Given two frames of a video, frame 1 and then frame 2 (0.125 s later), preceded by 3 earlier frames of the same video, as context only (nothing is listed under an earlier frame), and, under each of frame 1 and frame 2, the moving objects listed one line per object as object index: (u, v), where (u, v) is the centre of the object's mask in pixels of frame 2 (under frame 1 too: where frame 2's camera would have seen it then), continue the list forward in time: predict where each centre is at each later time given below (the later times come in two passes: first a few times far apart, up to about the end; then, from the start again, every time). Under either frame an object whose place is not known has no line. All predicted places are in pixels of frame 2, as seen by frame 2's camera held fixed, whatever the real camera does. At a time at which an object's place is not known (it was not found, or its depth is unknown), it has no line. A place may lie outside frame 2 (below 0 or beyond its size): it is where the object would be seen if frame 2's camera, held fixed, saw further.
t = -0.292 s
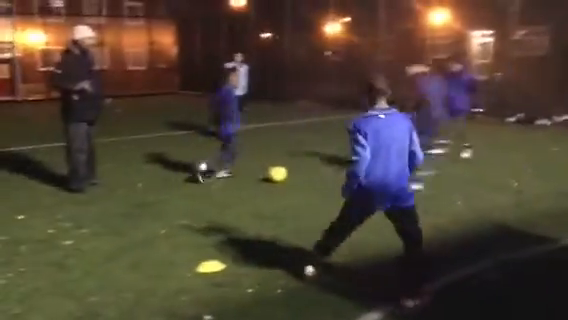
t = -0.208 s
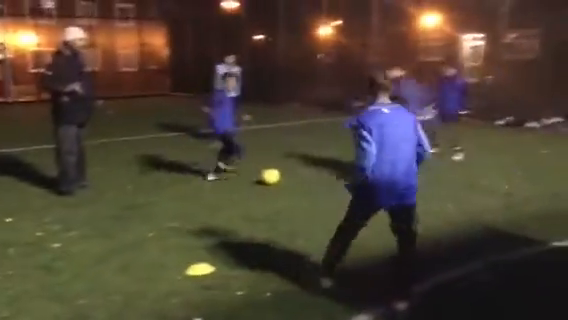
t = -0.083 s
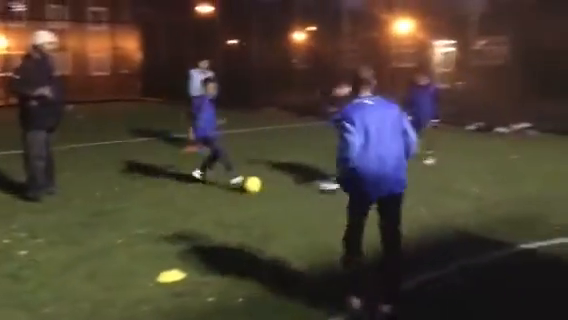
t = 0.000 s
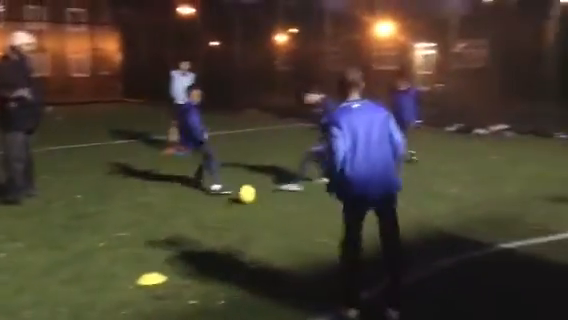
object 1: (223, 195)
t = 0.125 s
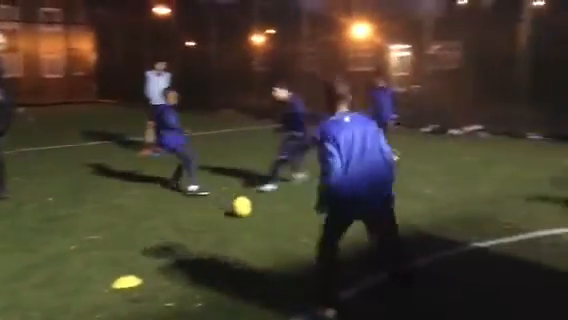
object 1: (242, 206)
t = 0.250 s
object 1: (262, 217)
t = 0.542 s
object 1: (309, 243)
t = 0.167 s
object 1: (248, 209)
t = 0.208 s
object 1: (255, 213)
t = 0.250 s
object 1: (262, 217)
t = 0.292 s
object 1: (268, 220)
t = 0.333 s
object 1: (274, 223)
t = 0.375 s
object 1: (280, 227)
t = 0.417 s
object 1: (287, 231)
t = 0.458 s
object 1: (295, 235)
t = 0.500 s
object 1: (302, 239)
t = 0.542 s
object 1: (309, 243)
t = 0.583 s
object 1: (316, 245)
